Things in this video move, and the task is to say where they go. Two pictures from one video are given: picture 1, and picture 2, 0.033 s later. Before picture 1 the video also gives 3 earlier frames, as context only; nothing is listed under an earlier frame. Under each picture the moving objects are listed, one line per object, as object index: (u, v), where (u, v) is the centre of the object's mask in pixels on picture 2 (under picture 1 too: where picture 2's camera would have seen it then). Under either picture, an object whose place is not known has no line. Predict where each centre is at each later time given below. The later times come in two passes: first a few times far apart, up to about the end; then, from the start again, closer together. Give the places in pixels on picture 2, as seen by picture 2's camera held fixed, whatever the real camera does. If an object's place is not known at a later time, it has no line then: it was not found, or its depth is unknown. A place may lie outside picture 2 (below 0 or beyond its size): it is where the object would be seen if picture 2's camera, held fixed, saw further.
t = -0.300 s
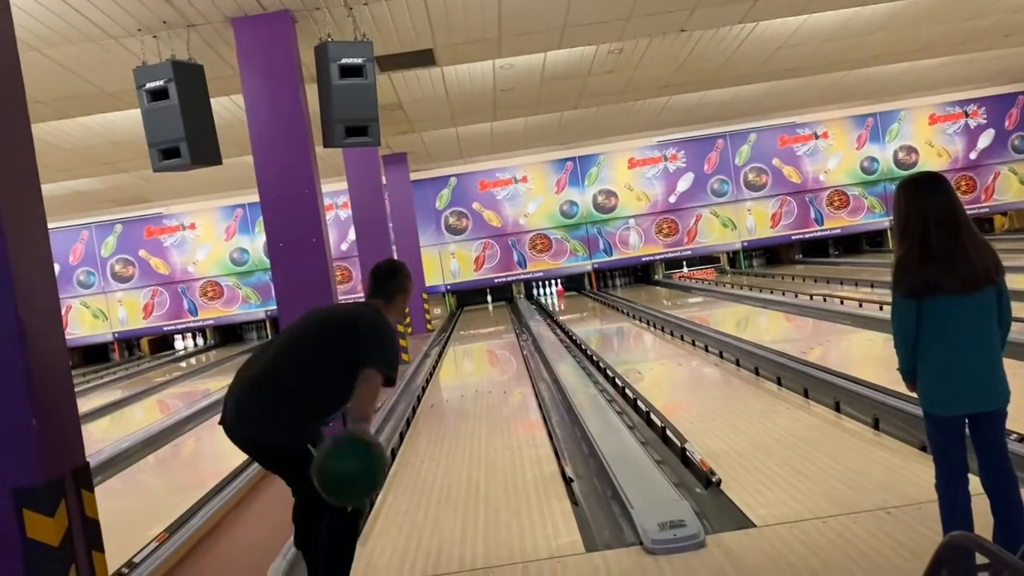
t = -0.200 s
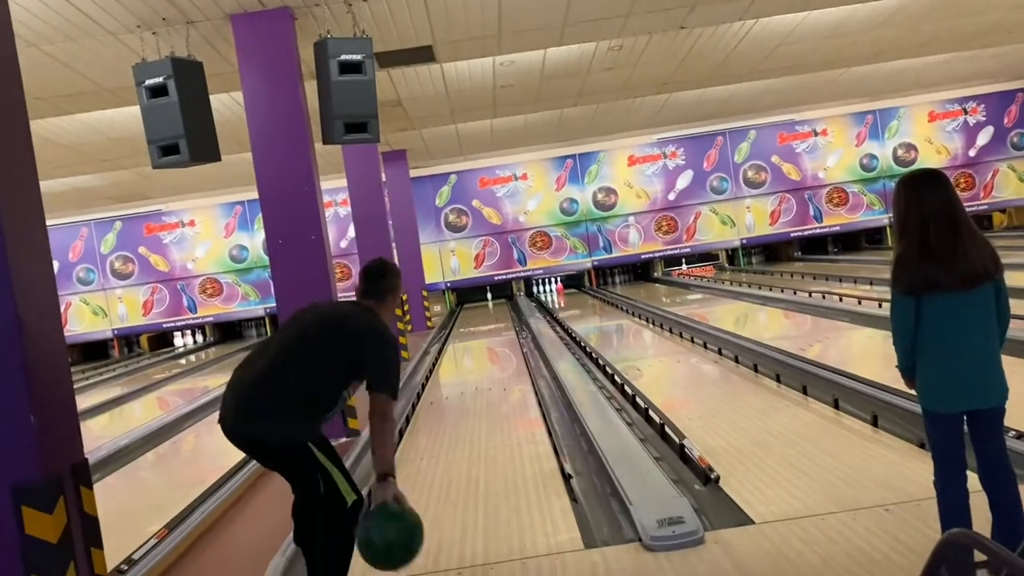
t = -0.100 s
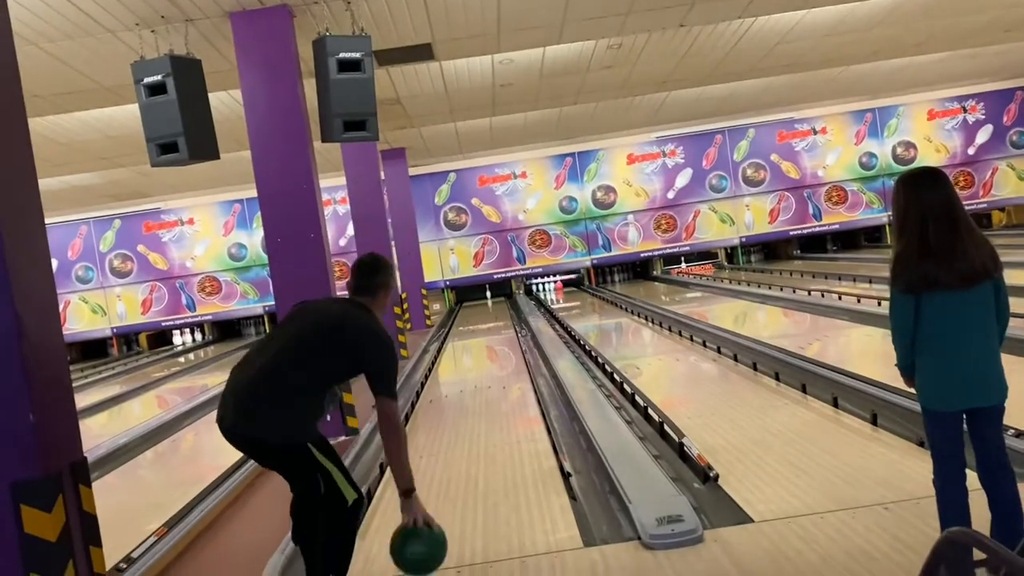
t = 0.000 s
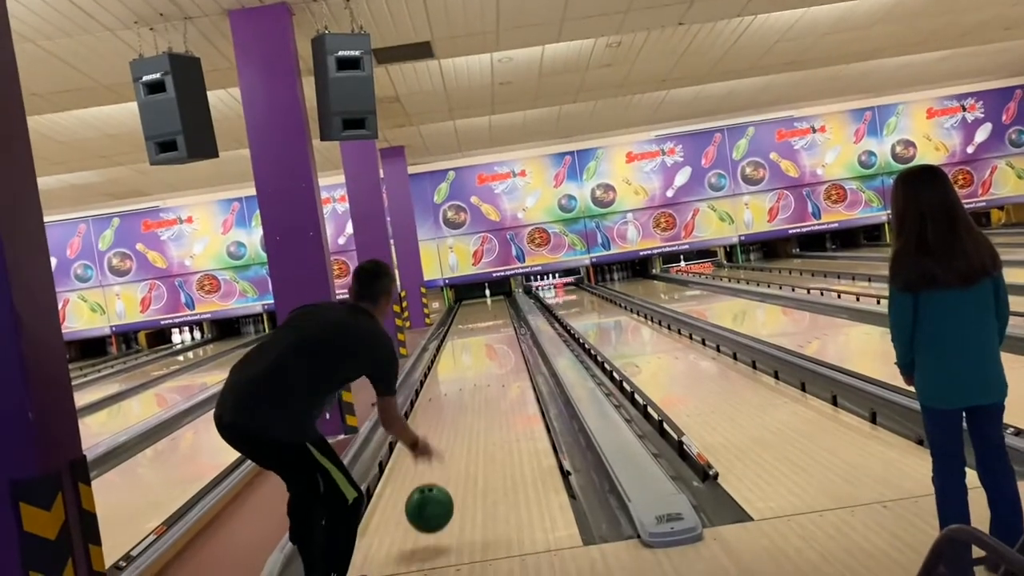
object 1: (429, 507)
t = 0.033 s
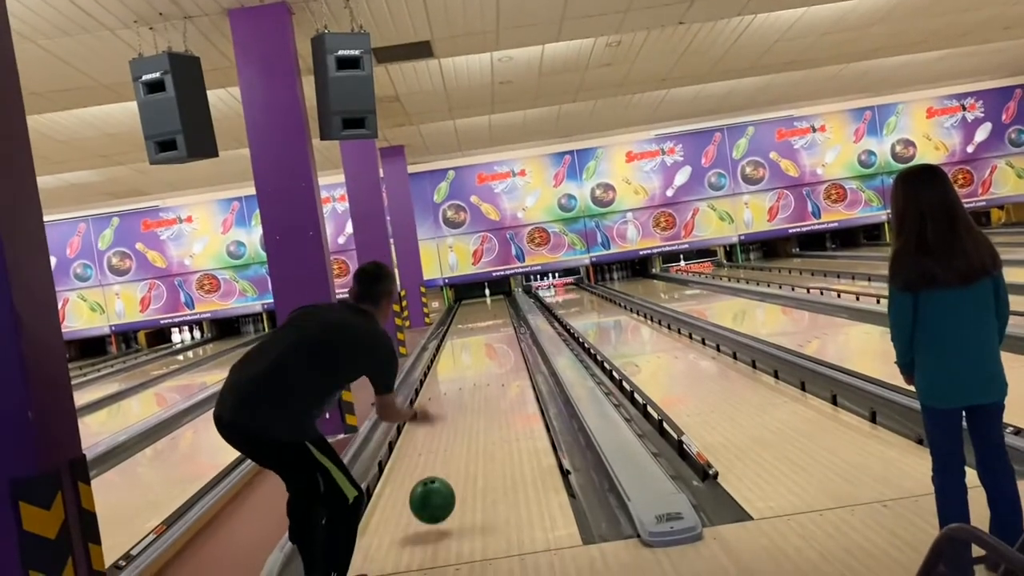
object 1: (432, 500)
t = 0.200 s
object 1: (442, 460)
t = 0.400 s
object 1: (450, 426)
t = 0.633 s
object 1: (452, 392)
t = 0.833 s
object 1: (454, 376)
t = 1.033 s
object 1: (454, 364)
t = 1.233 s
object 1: (456, 354)
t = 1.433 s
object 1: (456, 346)
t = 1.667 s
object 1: (457, 338)
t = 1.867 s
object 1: (458, 332)
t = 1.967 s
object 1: (458, 330)
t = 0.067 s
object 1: (435, 496)
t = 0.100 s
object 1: (438, 488)
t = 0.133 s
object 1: (439, 478)
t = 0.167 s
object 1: (441, 468)
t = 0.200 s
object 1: (442, 460)
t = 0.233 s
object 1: (443, 452)
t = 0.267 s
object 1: (444, 445)
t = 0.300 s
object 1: (446, 438)
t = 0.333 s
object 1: (447, 432)
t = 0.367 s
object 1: (447, 426)
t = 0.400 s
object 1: (450, 426)
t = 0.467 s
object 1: (450, 411)
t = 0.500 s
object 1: (450, 407)
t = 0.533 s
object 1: (451, 403)
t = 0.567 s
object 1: (451, 399)
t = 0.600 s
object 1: (451, 396)
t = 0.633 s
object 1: (452, 392)
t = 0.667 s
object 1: (452, 389)
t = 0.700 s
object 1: (452, 386)
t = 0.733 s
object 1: (453, 383)
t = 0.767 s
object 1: (453, 381)
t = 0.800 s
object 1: (453, 378)
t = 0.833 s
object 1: (454, 376)
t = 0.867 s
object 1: (454, 374)
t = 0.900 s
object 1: (454, 372)
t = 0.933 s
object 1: (454, 370)
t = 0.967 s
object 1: (454, 368)
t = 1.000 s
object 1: (455, 366)
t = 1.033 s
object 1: (454, 364)
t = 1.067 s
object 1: (455, 362)
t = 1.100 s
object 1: (455, 361)
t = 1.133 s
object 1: (455, 359)
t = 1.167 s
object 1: (455, 357)
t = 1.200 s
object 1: (455, 356)
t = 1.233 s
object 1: (456, 354)
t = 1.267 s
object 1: (456, 353)
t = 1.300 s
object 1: (456, 352)
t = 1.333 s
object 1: (456, 350)
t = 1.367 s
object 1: (456, 349)
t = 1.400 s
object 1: (456, 347)
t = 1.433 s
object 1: (456, 346)
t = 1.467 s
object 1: (456, 345)
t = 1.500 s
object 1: (457, 344)
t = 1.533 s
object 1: (457, 342)
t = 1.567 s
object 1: (457, 341)
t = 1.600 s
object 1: (457, 341)
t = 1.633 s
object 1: (457, 339)
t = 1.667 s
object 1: (457, 338)
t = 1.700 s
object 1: (457, 337)
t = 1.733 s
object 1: (457, 336)
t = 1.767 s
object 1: (457, 335)
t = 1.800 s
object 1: (457, 334)
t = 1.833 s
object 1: (458, 333)
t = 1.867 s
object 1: (458, 332)
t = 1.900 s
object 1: (458, 331)
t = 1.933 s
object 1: (458, 331)
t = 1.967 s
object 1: (458, 330)
